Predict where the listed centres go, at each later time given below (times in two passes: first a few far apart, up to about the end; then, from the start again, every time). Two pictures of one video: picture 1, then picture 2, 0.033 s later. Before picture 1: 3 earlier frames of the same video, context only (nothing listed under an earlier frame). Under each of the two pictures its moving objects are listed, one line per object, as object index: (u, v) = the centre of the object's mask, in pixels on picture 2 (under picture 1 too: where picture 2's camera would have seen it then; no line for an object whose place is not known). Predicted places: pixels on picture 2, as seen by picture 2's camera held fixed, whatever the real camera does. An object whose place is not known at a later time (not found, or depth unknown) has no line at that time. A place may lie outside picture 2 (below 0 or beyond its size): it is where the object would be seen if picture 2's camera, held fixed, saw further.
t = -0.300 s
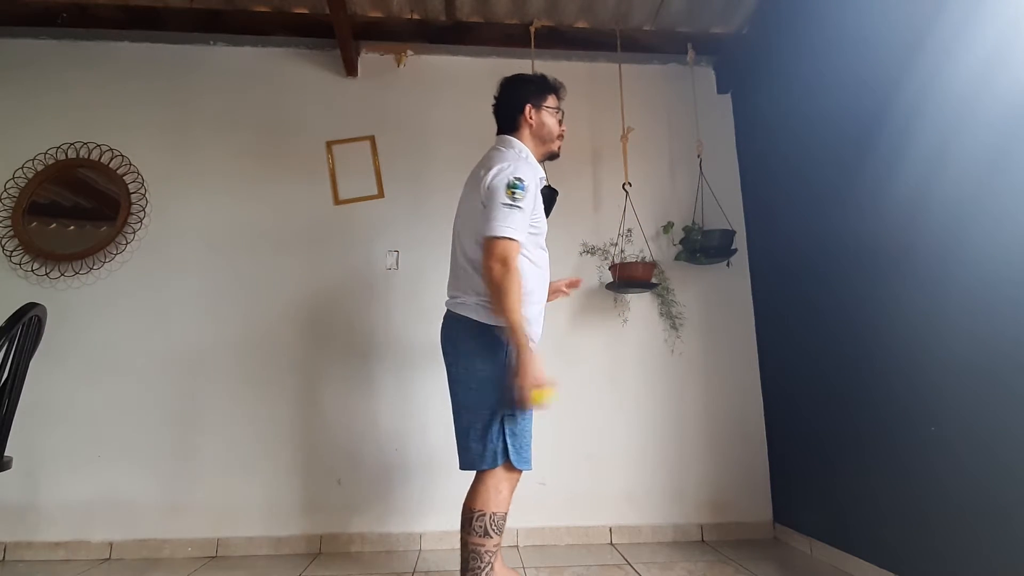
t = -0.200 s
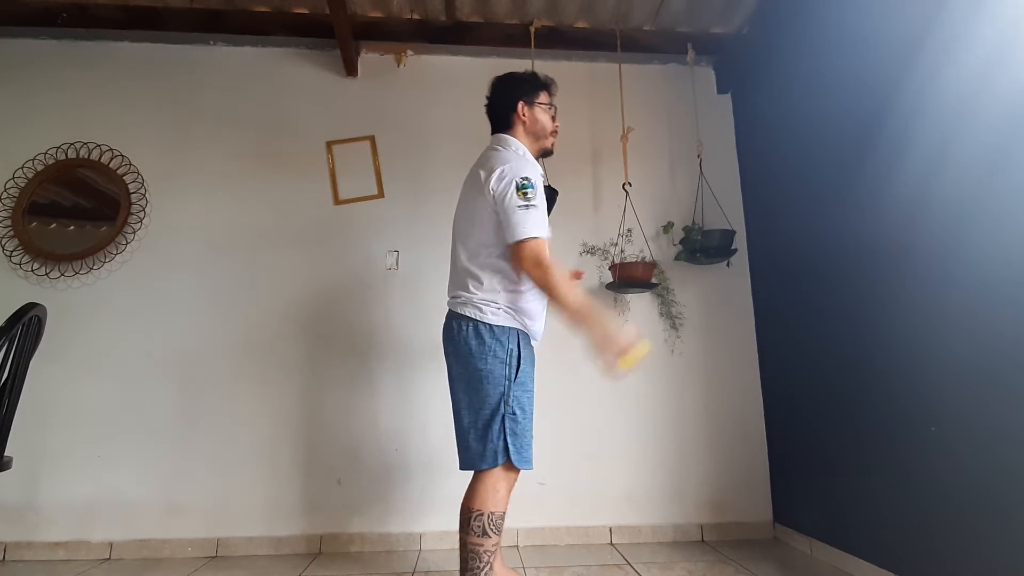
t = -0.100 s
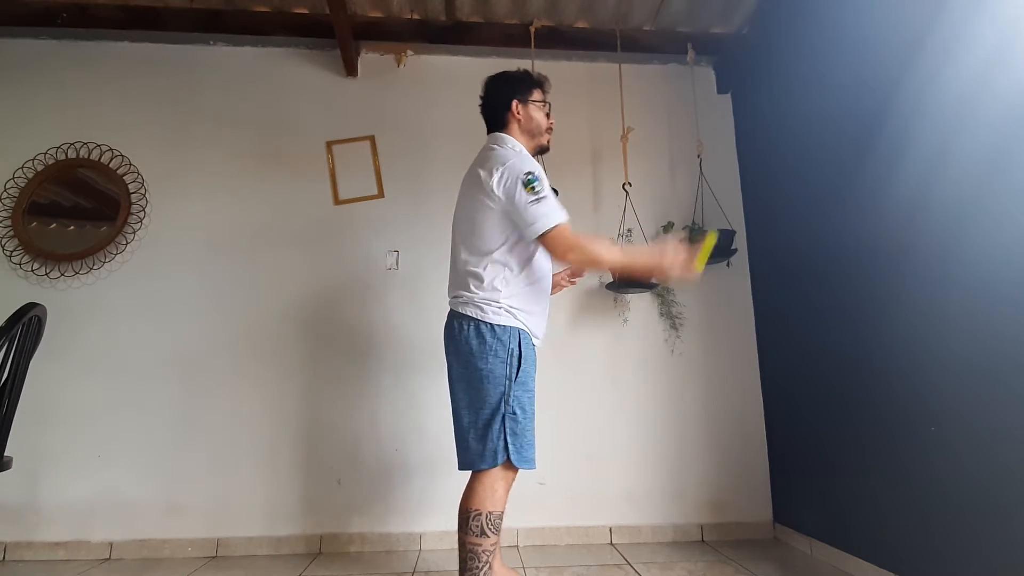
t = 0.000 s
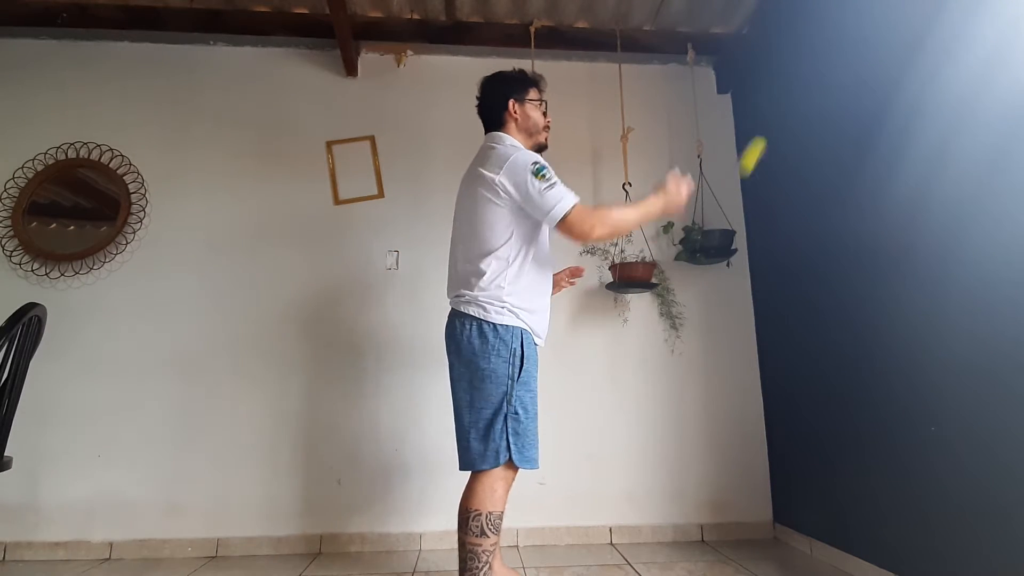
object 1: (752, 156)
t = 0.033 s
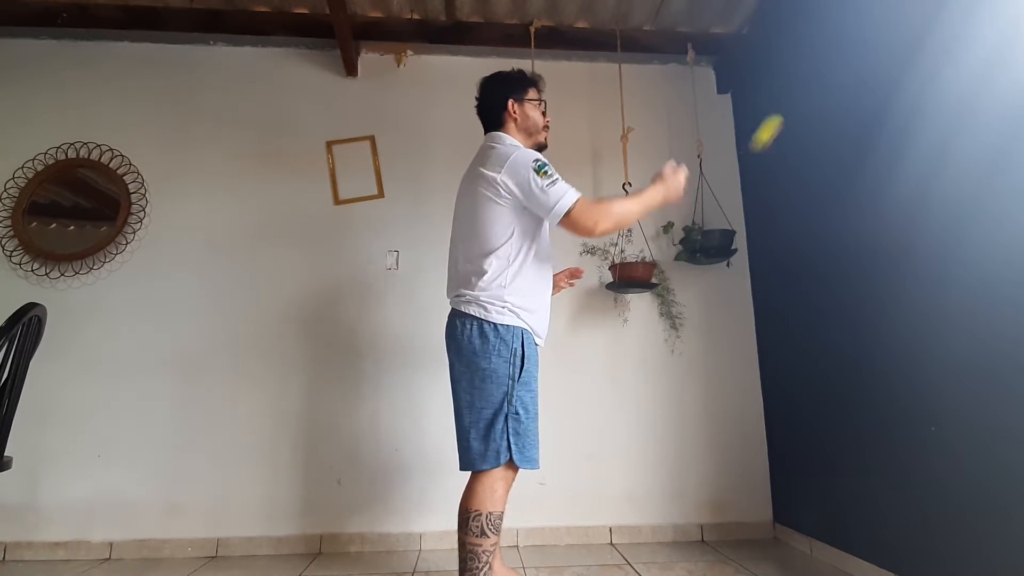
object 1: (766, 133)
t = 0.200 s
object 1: (851, 64)
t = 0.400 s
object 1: (808, 60)
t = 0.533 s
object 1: (763, 115)
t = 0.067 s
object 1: (783, 112)
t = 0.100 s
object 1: (800, 95)
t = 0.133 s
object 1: (817, 81)
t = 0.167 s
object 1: (834, 71)
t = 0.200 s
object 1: (851, 64)
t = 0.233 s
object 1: (866, 60)
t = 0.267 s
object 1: (858, 56)
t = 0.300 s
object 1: (844, 52)
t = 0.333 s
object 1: (832, 51)
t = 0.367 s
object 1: (820, 54)
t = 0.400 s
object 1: (808, 60)
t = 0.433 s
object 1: (797, 69)
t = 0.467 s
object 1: (784, 82)
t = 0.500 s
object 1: (774, 96)
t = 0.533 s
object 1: (763, 115)
